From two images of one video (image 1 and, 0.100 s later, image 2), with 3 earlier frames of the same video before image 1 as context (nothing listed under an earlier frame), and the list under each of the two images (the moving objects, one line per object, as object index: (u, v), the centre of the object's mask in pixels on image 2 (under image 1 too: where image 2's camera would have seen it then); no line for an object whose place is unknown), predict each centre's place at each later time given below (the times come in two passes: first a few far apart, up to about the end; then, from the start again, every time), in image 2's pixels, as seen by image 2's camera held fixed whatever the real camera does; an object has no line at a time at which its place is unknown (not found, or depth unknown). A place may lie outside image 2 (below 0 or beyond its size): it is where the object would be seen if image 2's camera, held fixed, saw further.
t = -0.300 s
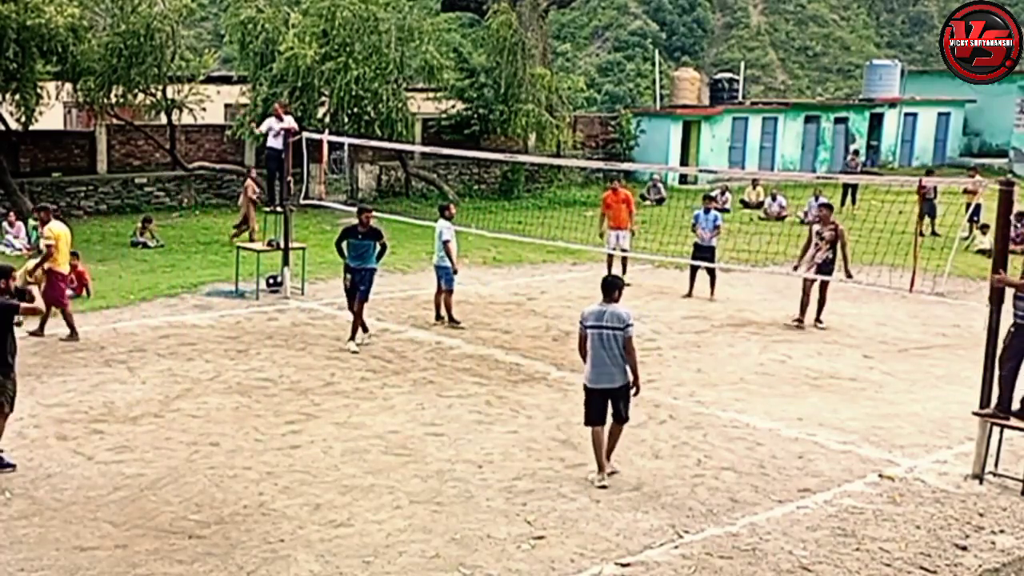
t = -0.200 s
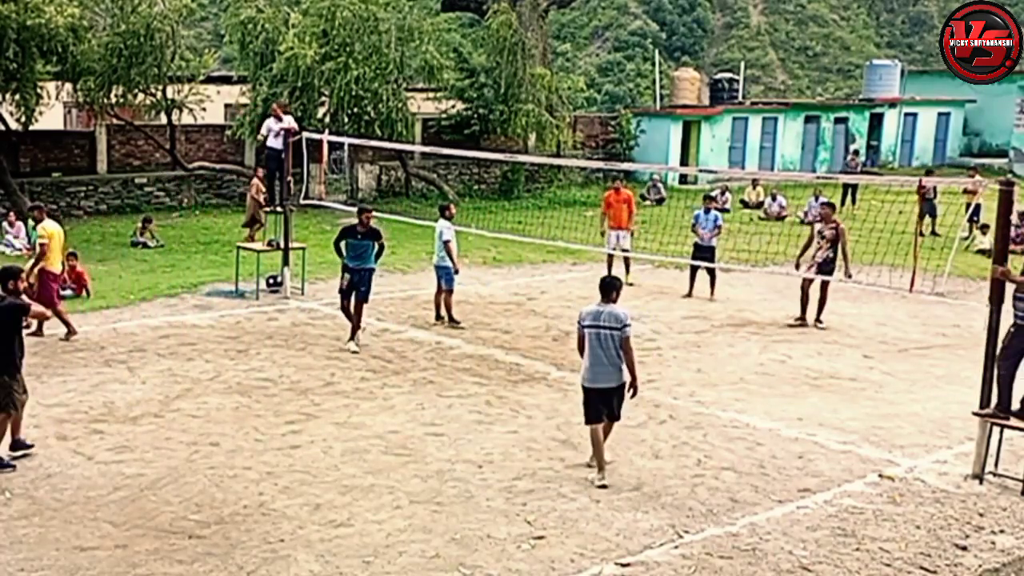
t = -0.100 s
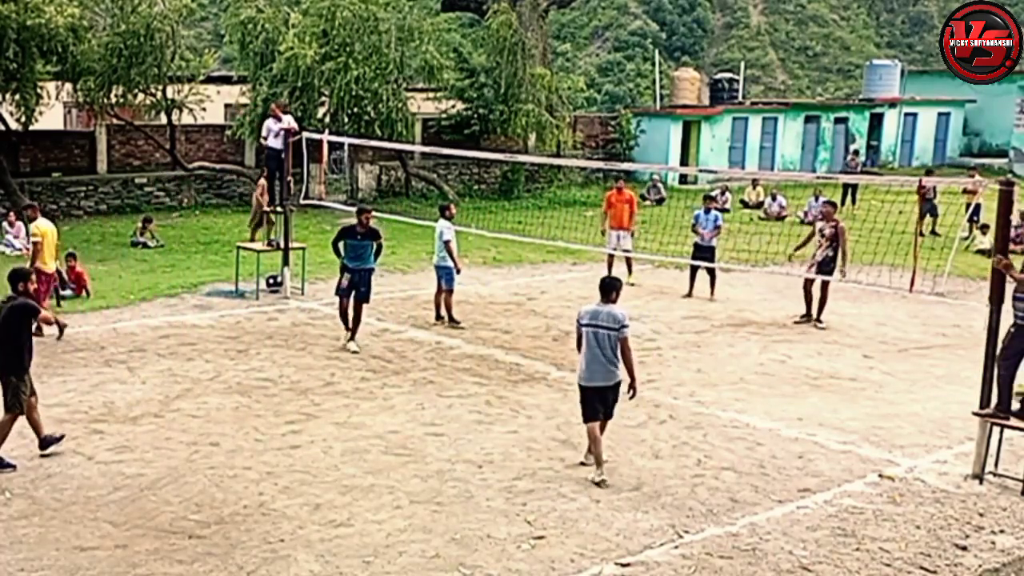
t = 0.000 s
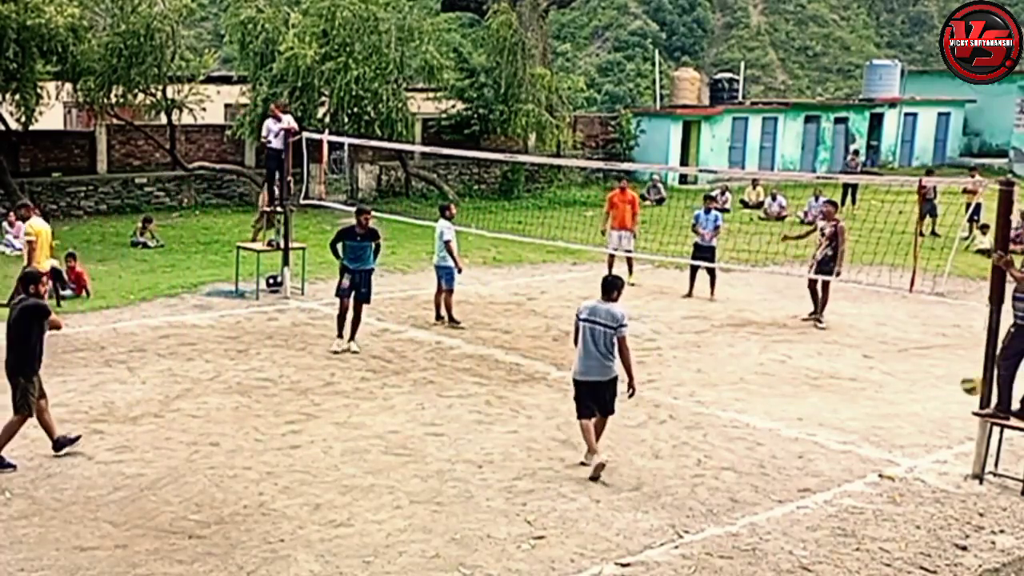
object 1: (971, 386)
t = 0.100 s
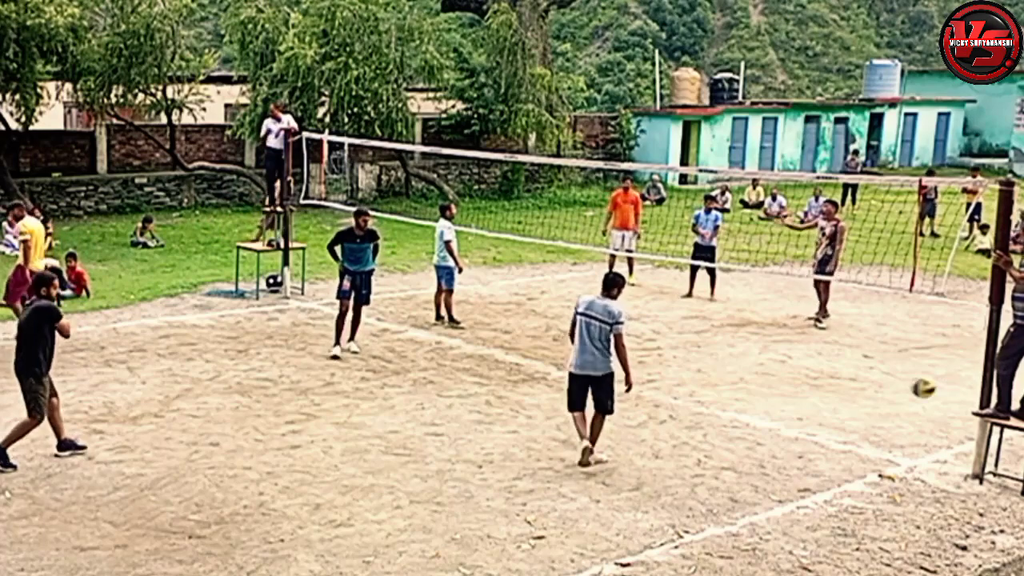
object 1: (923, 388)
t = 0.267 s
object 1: (837, 417)
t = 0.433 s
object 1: (754, 419)
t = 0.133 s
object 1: (906, 391)
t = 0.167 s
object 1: (888, 395)
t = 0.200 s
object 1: (871, 402)
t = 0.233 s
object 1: (855, 409)
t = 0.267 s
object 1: (837, 417)
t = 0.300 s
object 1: (820, 425)
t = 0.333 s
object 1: (804, 433)
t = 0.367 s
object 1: (788, 427)
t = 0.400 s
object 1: (771, 423)
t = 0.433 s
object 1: (754, 419)
